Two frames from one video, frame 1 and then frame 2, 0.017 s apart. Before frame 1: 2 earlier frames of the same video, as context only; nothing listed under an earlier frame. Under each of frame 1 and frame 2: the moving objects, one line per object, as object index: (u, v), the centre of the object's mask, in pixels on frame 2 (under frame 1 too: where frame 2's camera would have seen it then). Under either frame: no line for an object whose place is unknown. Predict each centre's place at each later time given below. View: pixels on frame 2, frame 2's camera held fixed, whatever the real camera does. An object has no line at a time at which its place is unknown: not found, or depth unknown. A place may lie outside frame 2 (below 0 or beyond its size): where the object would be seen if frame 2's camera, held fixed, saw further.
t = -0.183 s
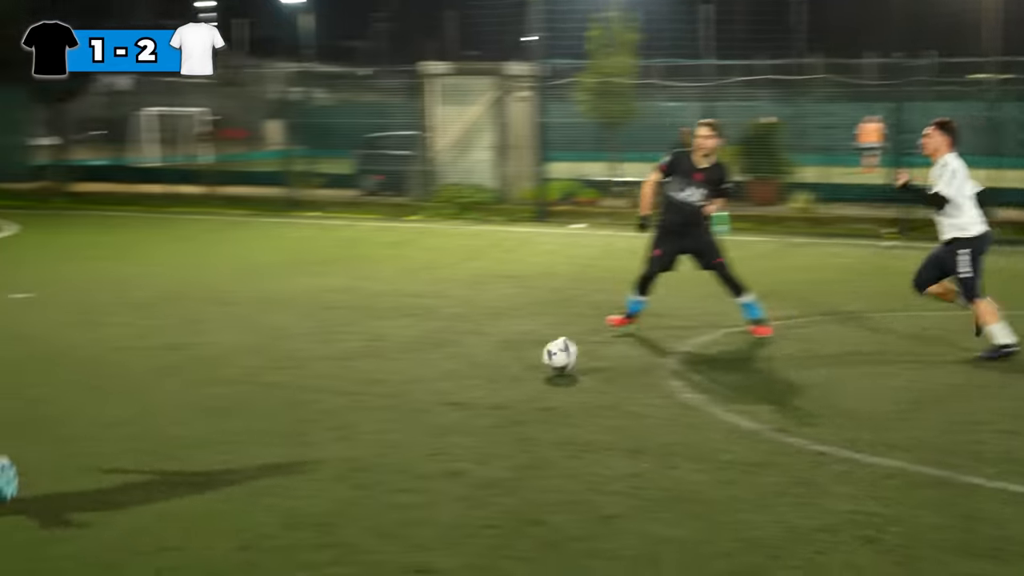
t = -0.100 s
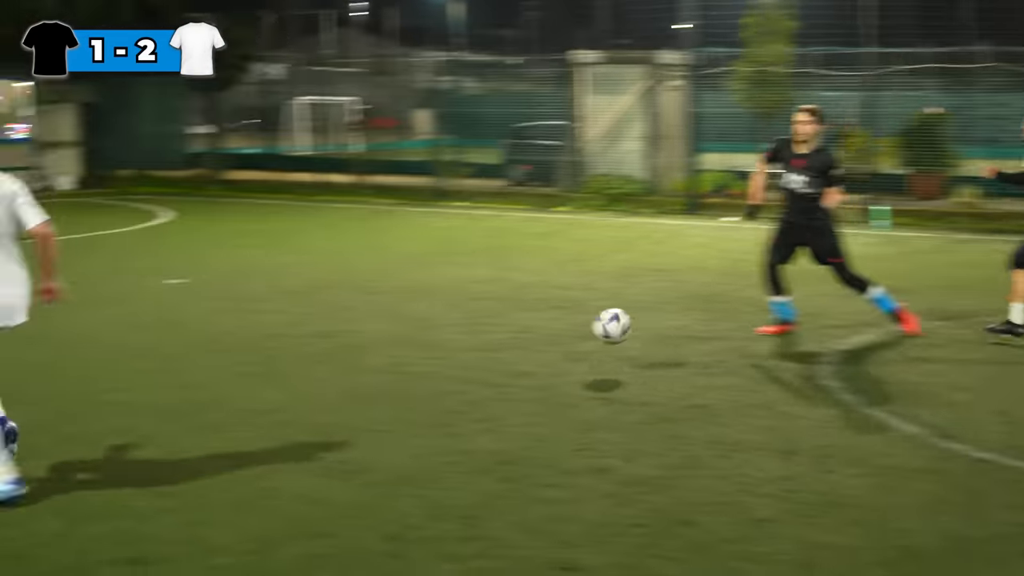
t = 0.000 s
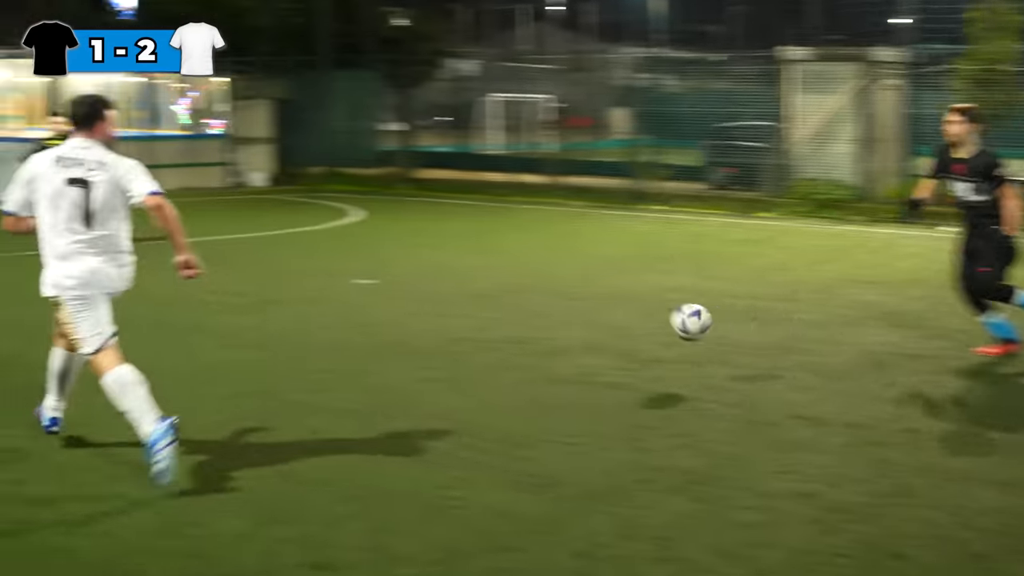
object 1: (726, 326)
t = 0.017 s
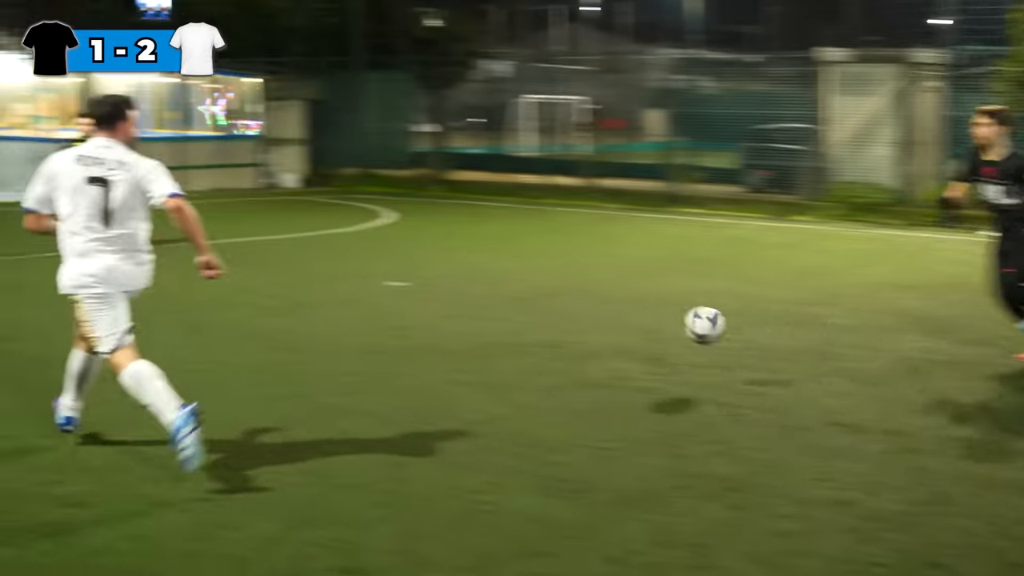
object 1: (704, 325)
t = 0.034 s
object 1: (683, 325)
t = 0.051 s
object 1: (663, 324)
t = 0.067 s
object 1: (643, 324)
